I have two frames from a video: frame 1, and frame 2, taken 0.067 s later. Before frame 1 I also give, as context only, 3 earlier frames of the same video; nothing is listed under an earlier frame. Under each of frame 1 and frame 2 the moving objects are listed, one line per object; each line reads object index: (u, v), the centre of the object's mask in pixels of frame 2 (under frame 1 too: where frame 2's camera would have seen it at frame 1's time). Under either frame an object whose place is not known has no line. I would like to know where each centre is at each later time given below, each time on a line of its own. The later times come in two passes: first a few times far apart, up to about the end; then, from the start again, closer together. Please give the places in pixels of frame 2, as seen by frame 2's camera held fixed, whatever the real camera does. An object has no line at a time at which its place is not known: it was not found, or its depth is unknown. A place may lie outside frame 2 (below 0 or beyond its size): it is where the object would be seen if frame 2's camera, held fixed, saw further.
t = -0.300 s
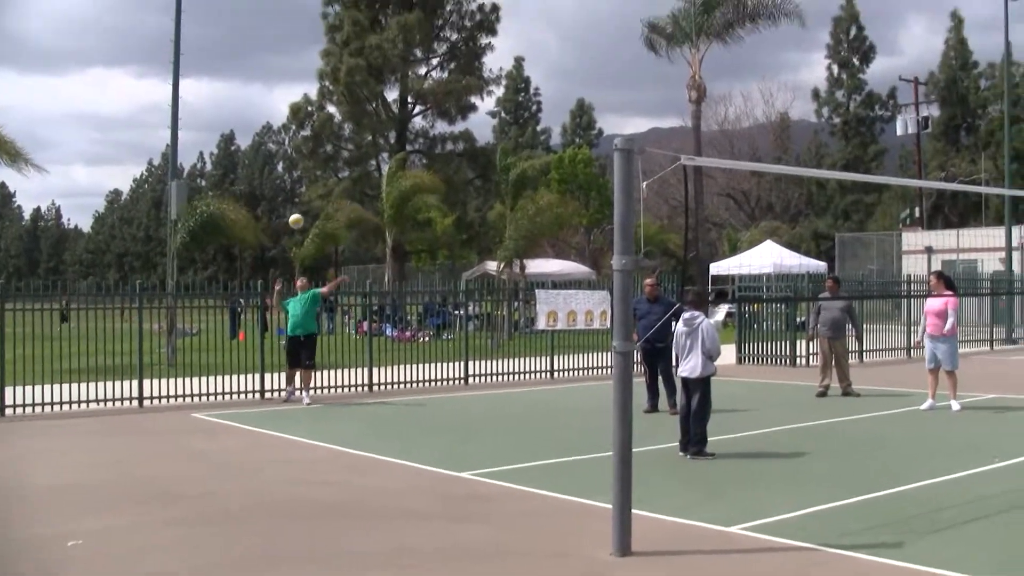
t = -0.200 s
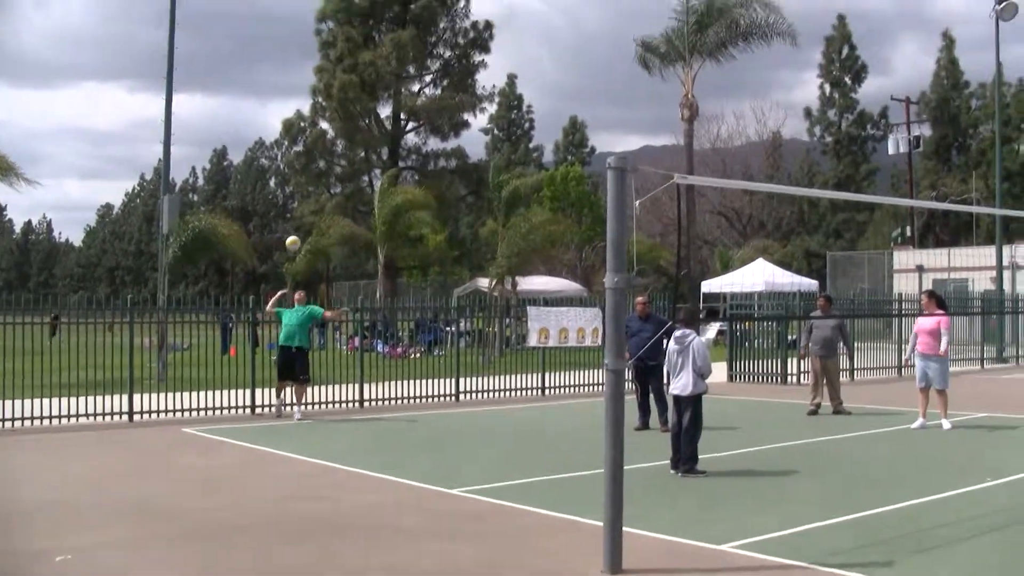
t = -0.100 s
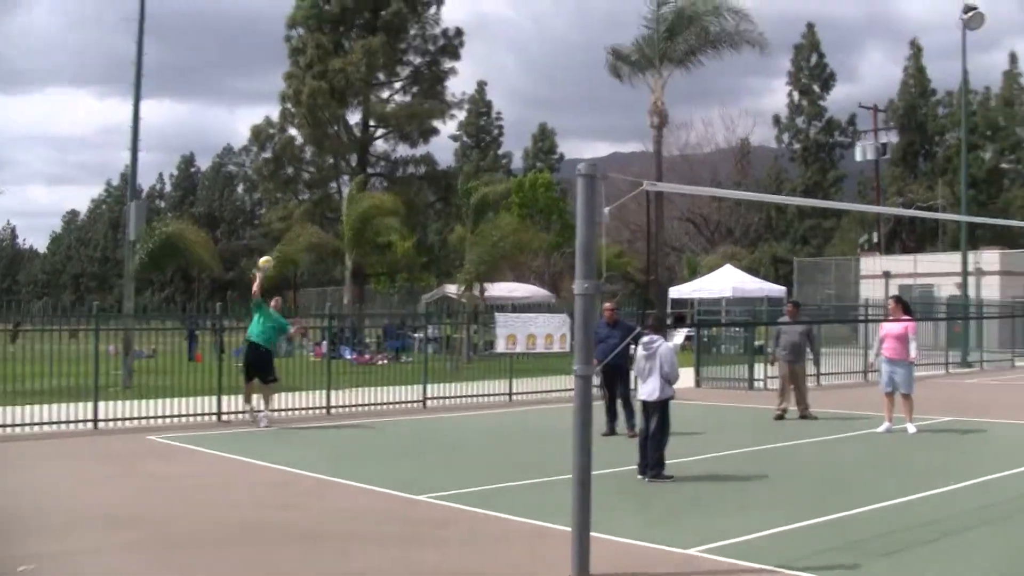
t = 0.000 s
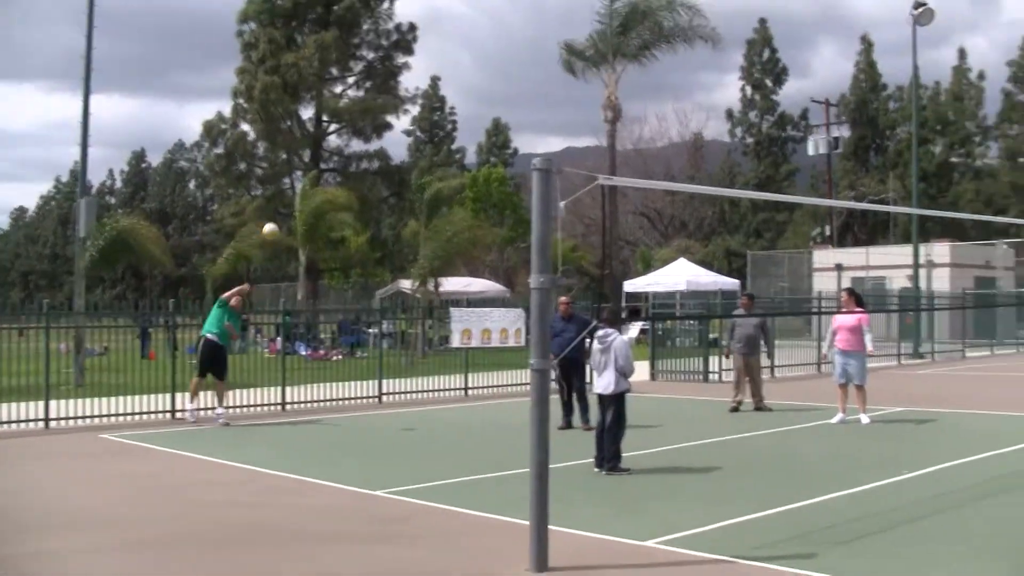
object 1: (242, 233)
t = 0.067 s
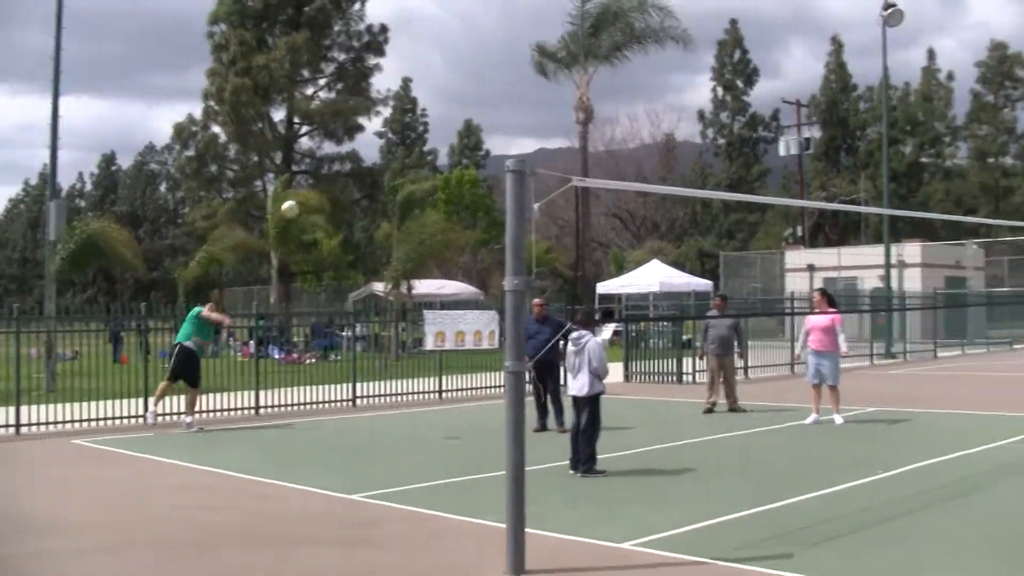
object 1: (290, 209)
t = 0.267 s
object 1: (470, 144)
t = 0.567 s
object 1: (868, 93)
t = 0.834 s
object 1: (1460, 145)
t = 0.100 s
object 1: (316, 197)
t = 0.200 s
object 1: (404, 163)
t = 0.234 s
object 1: (436, 155)
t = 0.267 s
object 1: (470, 144)
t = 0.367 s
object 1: (578, 117)
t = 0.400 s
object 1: (617, 113)
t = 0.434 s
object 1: (664, 107)
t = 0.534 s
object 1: (812, 94)
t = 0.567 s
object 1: (868, 93)
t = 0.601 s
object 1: (925, 92)
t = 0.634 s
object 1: (982, 95)
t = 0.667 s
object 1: (1050, 98)
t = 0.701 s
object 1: (1121, 104)
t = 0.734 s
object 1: (1194, 110)
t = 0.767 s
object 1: (1280, 119)
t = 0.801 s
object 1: (1366, 128)
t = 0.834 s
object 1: (1460, 145)
